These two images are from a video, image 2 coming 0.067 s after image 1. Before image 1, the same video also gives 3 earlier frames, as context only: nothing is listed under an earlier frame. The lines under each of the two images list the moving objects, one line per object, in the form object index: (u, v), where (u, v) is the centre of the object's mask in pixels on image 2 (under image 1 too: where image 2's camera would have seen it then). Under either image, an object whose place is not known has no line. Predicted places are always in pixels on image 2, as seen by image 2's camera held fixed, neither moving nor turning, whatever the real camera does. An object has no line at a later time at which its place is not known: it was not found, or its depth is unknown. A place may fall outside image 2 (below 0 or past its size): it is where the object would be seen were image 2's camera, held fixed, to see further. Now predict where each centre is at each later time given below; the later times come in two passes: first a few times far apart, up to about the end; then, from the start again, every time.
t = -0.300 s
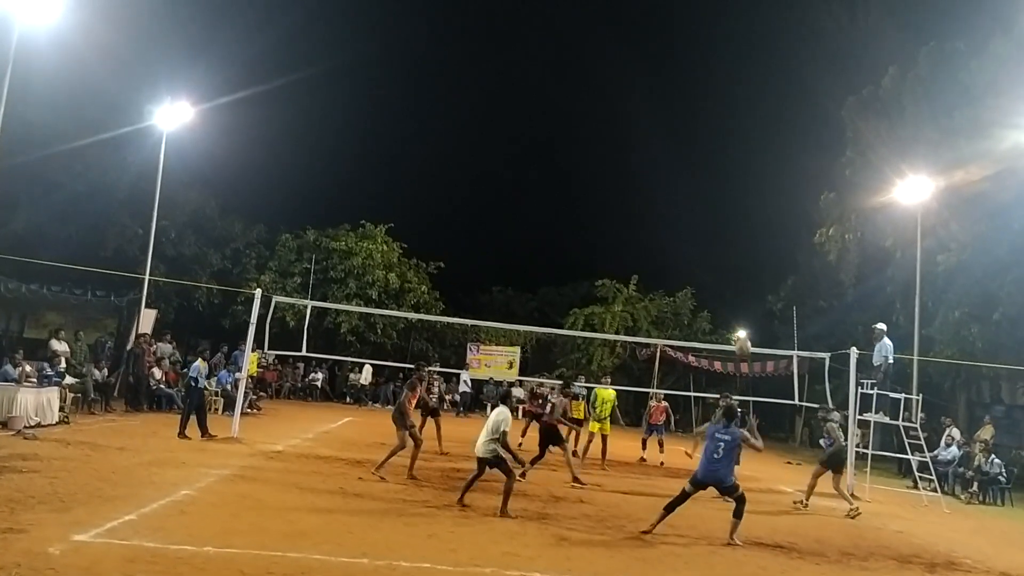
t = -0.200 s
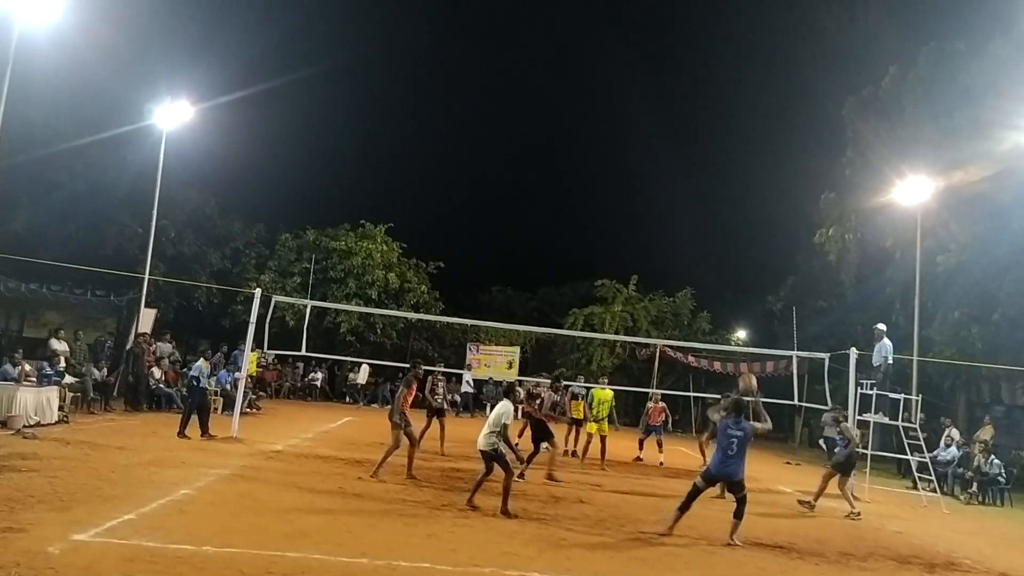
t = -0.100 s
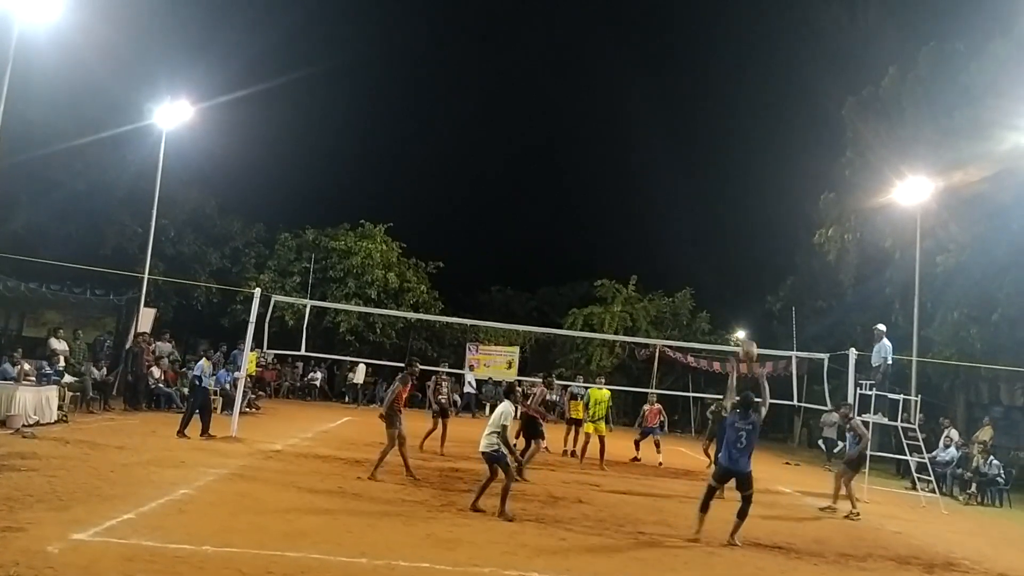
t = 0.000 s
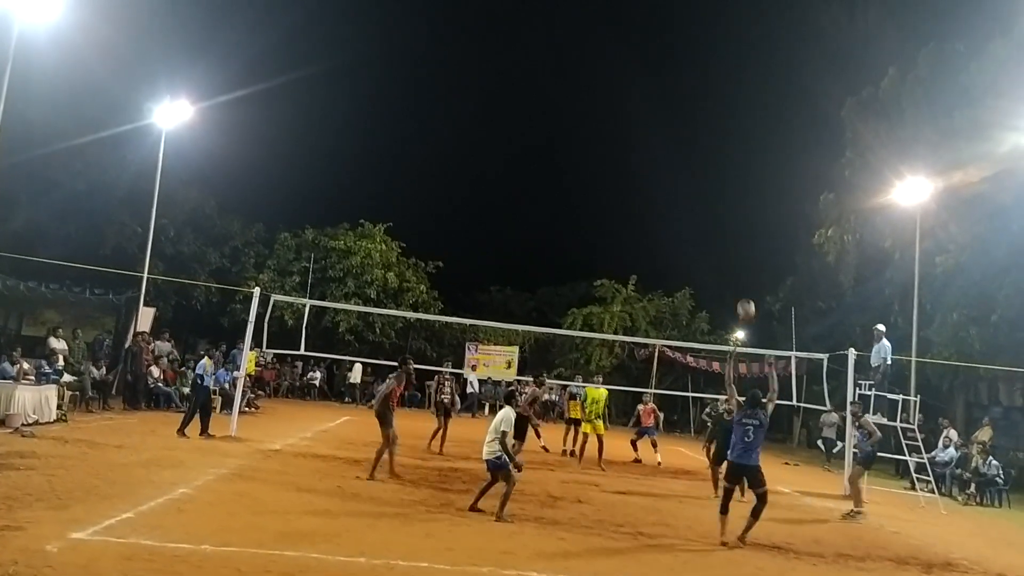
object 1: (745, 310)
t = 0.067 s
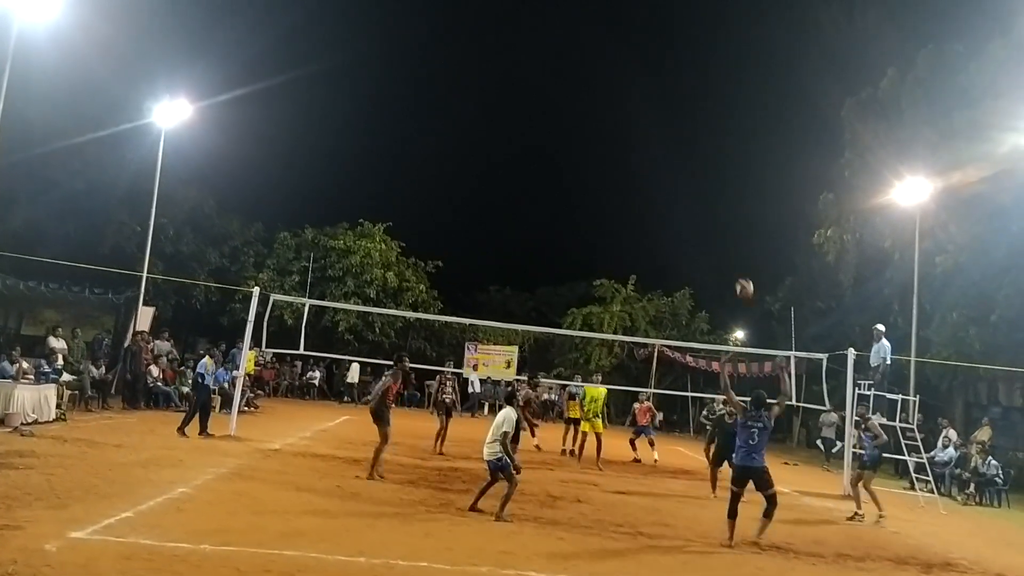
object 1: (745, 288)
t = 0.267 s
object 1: (740, 246)
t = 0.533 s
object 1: (731, 236)
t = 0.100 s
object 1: (744, 278)
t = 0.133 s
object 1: (743, 271)
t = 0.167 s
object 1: (743, 263)
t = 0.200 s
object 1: (742, 256)
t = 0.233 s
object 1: (741, 250)
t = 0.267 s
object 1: (740, 246)
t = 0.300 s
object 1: (739, 242)
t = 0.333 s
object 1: (738, 238)
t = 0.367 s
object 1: (737, 236)
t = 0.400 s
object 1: (736, 235)
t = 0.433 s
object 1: (734, 234)
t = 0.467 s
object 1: (734, 234)
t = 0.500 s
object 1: (732, 235)
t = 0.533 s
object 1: (731, 236)
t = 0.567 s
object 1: (729, 238)
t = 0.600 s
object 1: (728, 241)
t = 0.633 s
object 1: (726, 244)
